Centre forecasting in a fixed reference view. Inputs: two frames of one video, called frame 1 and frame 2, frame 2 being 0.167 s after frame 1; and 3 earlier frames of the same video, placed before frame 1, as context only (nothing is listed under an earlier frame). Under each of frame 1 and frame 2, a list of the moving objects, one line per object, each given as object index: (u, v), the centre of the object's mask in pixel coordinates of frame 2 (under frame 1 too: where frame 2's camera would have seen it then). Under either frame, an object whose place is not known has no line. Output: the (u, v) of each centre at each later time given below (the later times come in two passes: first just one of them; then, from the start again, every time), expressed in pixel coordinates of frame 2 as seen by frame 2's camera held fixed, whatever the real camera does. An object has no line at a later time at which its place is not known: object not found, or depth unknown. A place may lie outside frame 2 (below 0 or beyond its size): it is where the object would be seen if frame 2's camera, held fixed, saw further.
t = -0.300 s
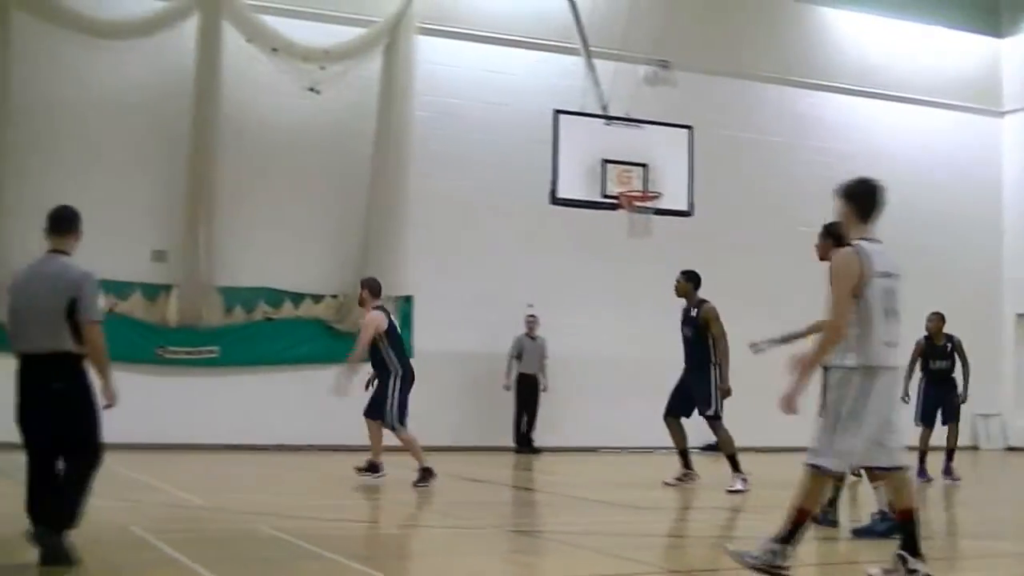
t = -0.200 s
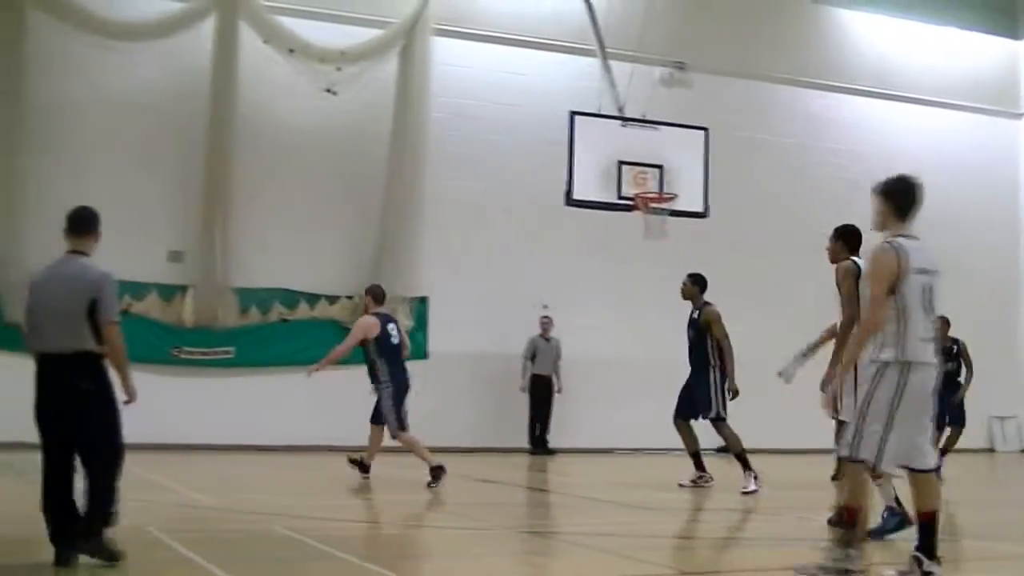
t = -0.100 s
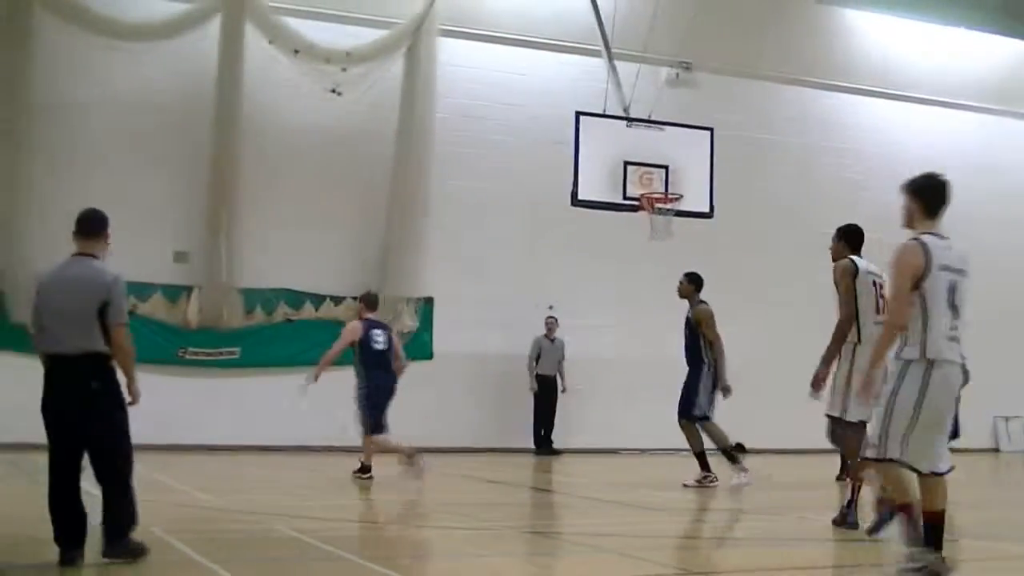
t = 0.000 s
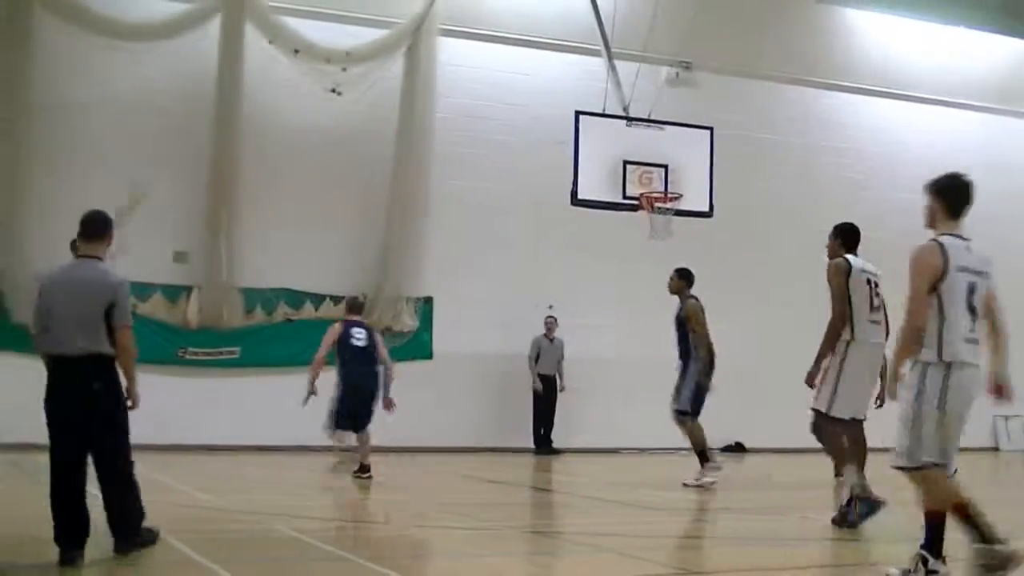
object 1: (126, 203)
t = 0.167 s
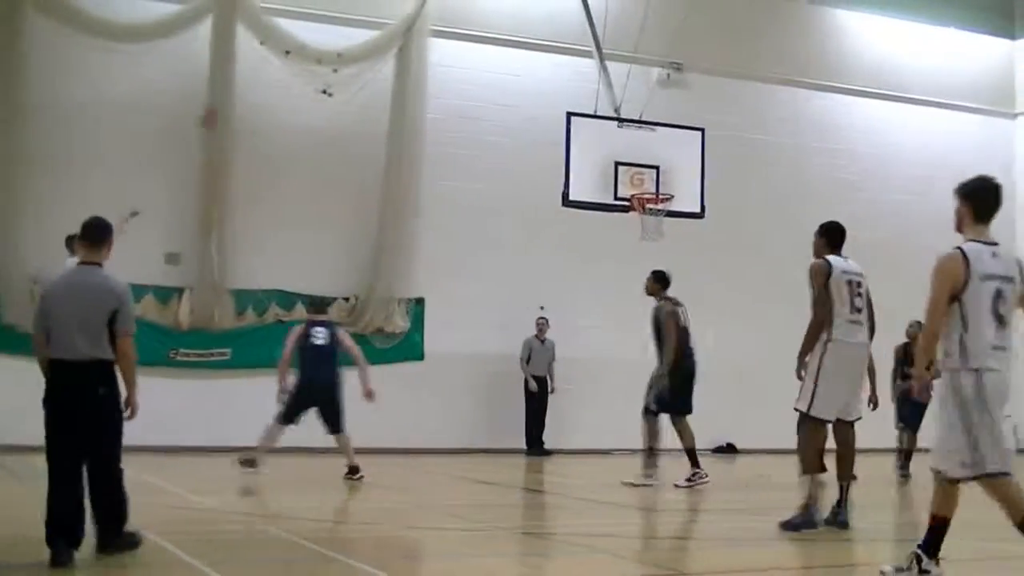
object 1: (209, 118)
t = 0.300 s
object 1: (287, 76)
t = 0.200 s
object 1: (234, 102)
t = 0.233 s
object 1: (250, 94)
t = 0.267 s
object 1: (265, 86)
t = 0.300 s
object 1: (287, 76)
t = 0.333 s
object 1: (303, 63)
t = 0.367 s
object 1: (319, 66)
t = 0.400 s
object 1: (338, 56)
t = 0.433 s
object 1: (353, 52)
